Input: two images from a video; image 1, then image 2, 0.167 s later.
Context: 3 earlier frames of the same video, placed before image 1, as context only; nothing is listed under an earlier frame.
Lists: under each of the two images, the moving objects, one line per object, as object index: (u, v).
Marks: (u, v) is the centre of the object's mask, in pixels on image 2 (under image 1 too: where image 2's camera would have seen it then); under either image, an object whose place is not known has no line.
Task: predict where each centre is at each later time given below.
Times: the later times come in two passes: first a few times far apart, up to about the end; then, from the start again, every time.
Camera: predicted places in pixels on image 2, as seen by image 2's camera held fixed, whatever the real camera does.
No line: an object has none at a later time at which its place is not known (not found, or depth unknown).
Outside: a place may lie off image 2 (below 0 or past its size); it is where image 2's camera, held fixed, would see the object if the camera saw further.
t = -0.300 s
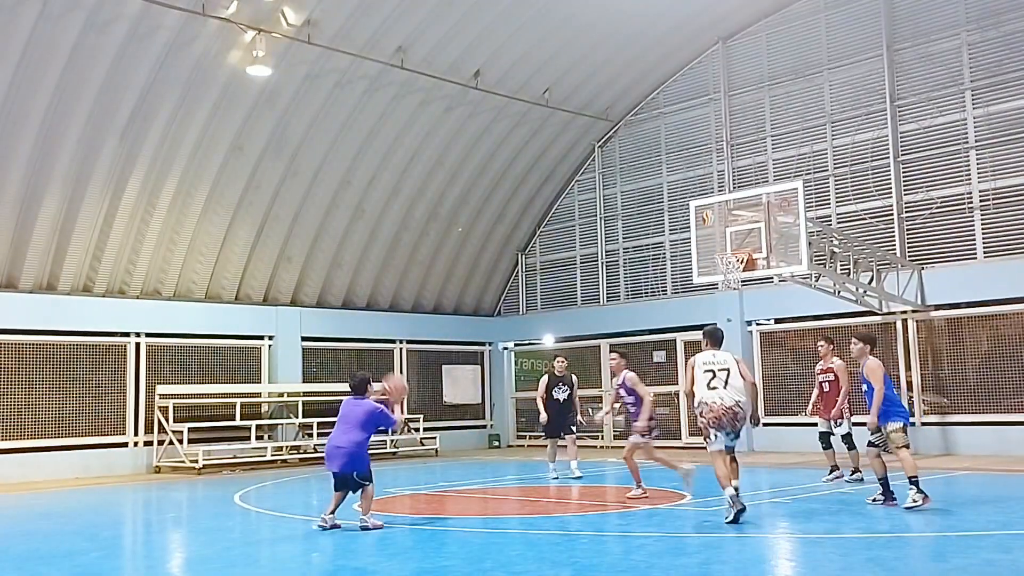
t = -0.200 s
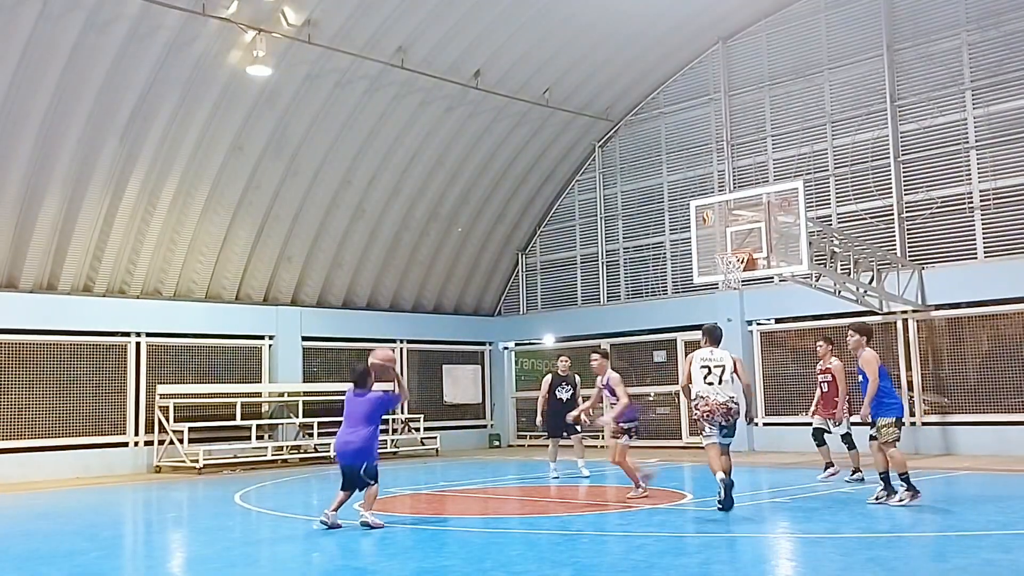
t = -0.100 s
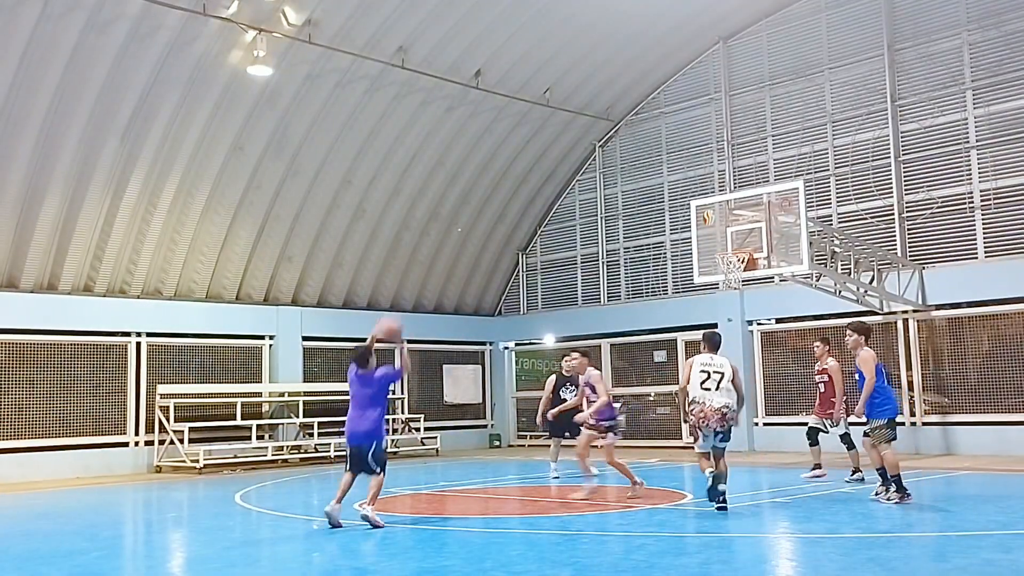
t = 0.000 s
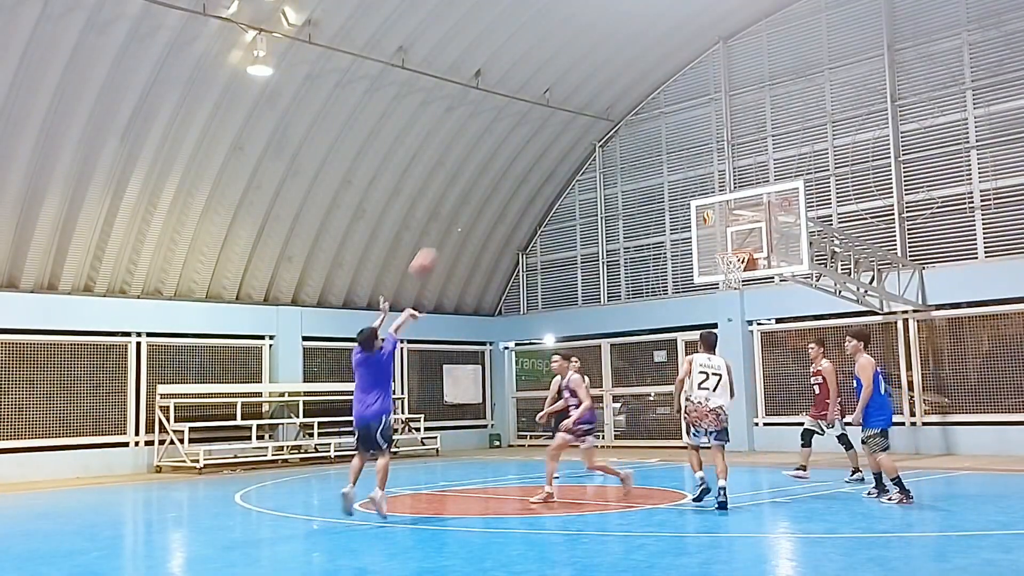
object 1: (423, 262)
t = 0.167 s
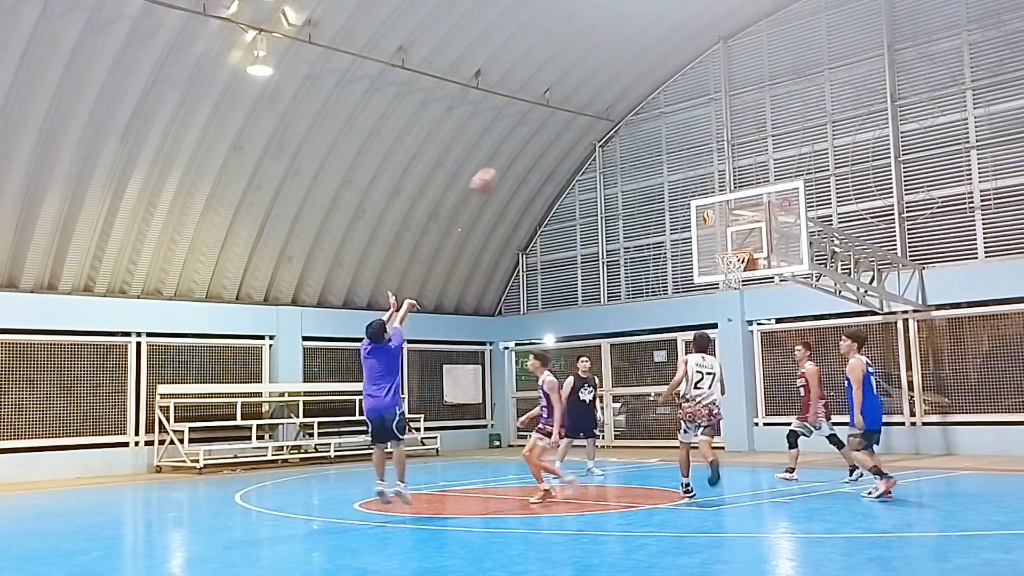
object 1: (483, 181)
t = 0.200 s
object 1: (494, 168)
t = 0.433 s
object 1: (563, 119)
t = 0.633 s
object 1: (615, 117)
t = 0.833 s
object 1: (660, 145)
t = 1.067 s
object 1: (709, 209)
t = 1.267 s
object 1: (741, 245)
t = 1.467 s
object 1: (732, 219)
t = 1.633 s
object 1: (720, 212)
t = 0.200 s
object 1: (494, 168)
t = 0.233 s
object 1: (505, 158)
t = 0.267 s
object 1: (515, 149)
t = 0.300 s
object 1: (524, 141)
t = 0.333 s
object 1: (535, 134)
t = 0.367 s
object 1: (545, 128)
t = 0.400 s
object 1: (554, 123)
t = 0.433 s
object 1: (563, 119)
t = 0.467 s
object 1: (572, 117)
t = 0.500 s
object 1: (581, 115)
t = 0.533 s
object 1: (591, 113)
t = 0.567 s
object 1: (600, 114)
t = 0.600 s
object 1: (607, 115)
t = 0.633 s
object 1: (615, 117)
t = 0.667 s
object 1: (622, 120)
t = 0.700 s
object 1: (631, 124)
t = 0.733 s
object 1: (638, 127)
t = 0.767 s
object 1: (646, 133)
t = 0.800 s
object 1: (653, 138)
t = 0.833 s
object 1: (660, 145)
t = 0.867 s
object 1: (668, 152)
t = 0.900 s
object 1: (675, 160)
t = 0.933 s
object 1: (682, 168)
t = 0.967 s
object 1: (689, 177)
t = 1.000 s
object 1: (696, 186)
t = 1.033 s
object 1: (702, 195)
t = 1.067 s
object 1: (709, 209)
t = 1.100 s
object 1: (716, 218)
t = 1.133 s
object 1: (722, 230)
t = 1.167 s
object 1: (729, 245)
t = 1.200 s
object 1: (733, 244)
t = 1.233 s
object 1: (737, 244)
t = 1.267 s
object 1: (741, 245)
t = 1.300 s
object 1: (742, 242)
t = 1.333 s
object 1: (743, 238)
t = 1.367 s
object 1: (742, 232)
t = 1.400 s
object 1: (738, 226)
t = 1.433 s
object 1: (735, 222)
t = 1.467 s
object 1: (732, 219)
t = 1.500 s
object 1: (731, 217)
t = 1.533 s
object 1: (728, 214)
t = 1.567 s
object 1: (725, 213)
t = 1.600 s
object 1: (722, 212)
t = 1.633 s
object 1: (720, 212)
